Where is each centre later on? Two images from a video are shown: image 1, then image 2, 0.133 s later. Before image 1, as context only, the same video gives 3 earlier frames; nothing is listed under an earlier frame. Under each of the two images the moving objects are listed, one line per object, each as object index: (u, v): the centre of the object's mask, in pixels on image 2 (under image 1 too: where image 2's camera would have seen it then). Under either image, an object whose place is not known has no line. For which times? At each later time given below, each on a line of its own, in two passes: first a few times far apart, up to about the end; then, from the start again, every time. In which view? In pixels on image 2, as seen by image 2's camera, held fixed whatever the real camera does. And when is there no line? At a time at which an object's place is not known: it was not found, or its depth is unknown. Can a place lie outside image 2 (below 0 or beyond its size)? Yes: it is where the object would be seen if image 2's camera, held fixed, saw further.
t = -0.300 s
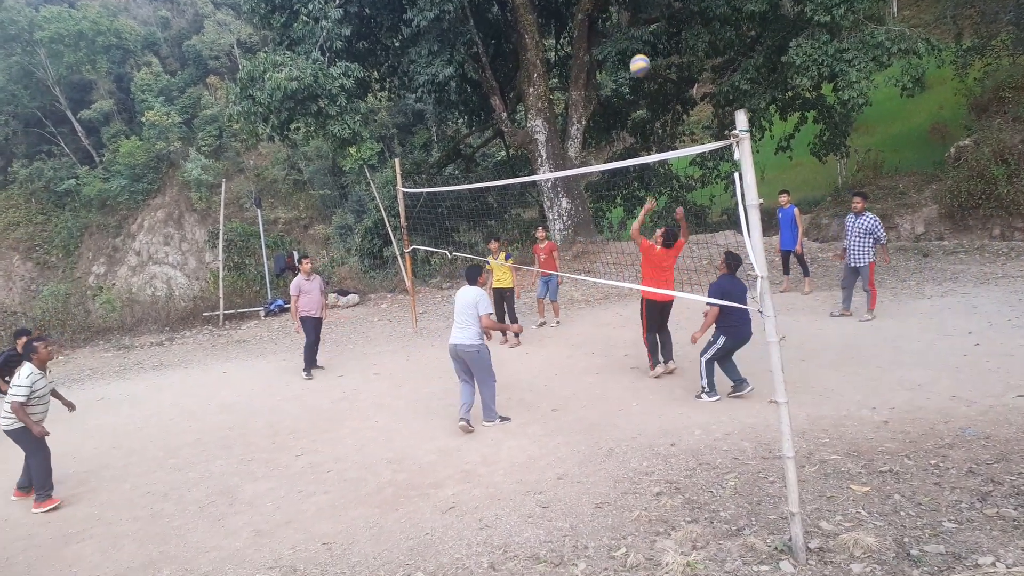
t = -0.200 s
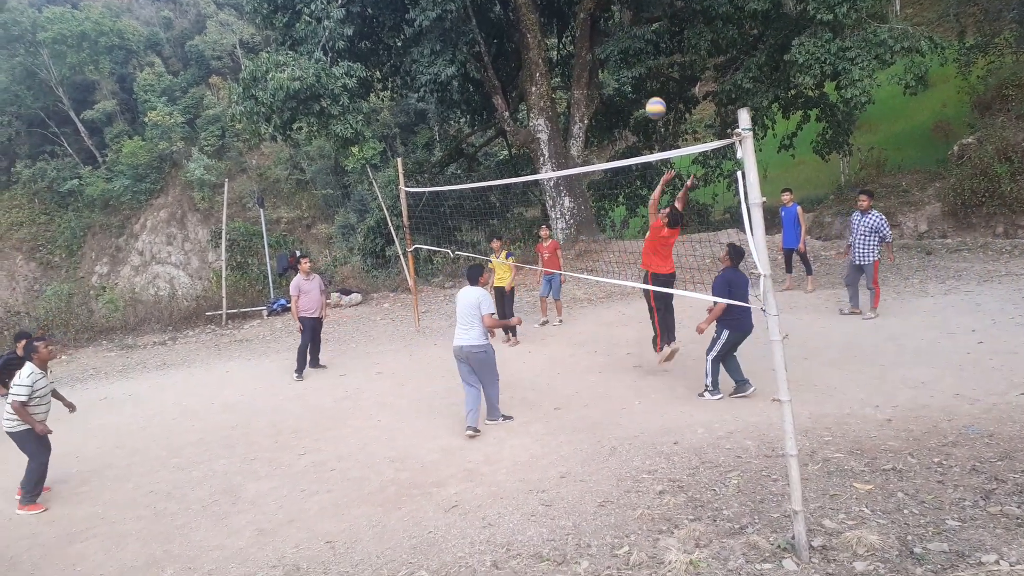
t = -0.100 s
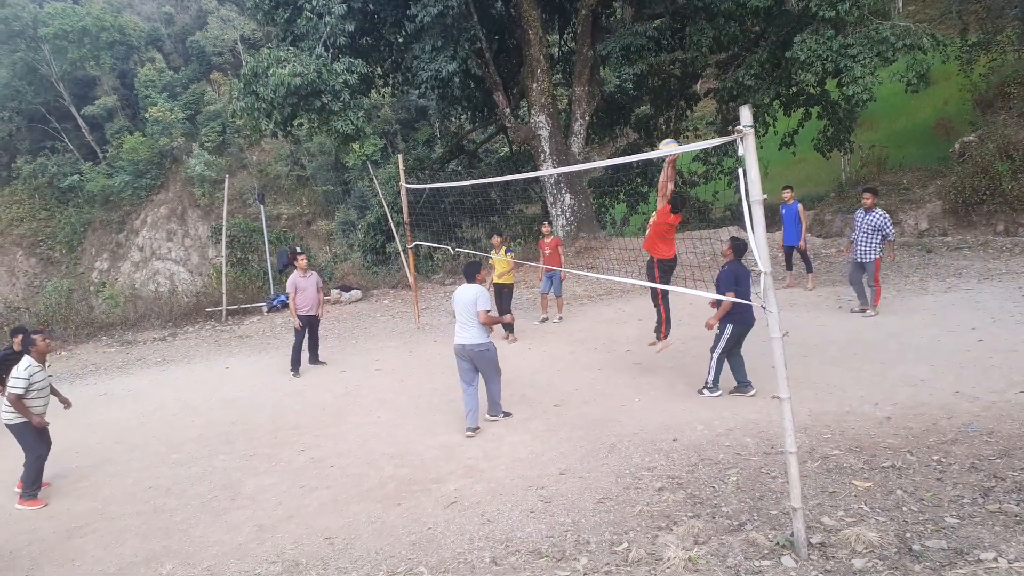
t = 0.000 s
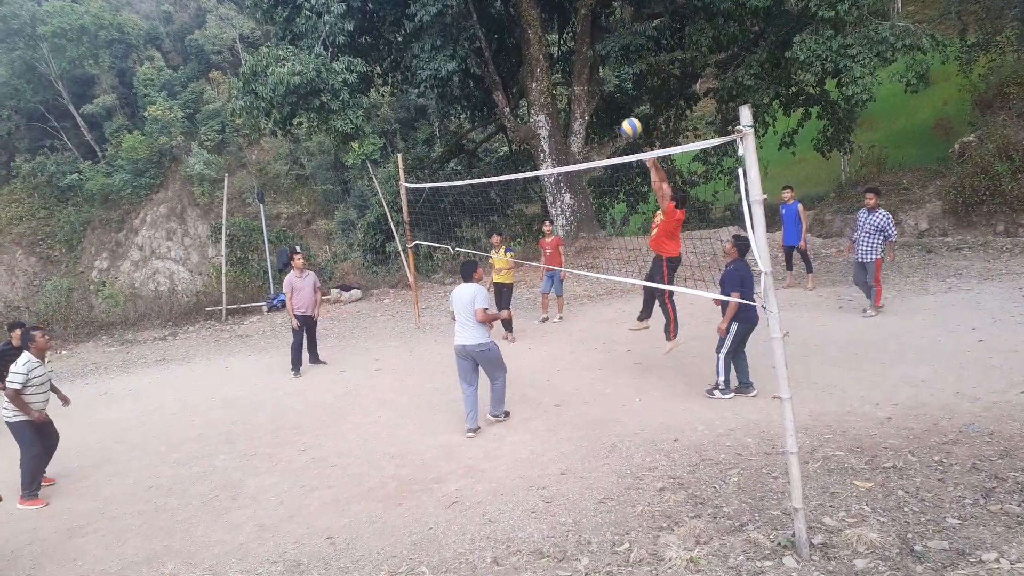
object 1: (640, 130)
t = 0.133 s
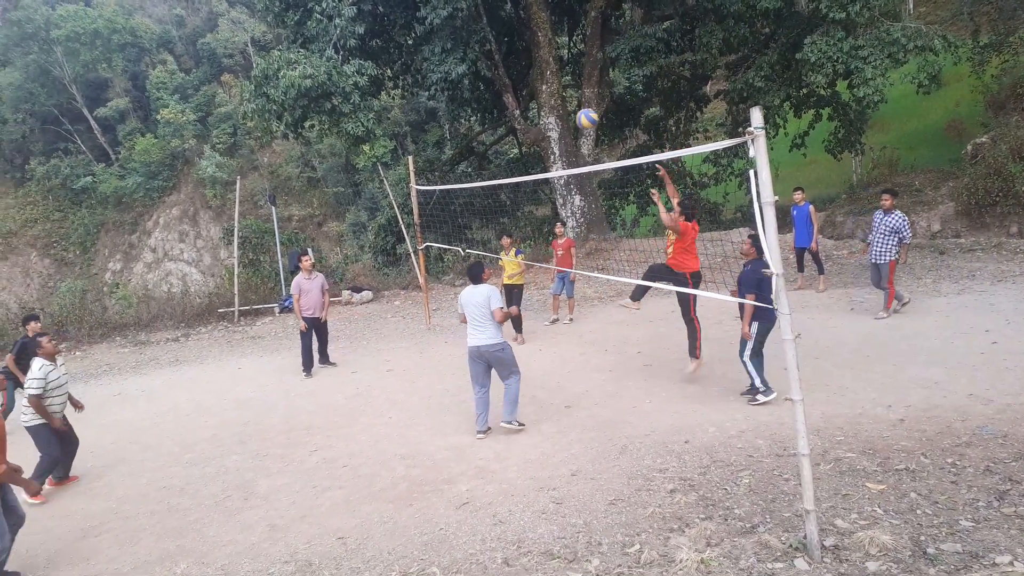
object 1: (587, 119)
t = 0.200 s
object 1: (559, 120)
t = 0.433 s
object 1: (468, 160)
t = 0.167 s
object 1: (573, 119)
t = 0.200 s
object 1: (559, 120)
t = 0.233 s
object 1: (545, 122)
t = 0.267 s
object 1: (532, 126)
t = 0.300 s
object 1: (518, 130)
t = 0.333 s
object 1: (505, 135)
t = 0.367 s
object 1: (492, 142)
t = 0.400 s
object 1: (480, 150)
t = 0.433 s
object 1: (468, 160)
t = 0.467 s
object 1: (456, 169)
